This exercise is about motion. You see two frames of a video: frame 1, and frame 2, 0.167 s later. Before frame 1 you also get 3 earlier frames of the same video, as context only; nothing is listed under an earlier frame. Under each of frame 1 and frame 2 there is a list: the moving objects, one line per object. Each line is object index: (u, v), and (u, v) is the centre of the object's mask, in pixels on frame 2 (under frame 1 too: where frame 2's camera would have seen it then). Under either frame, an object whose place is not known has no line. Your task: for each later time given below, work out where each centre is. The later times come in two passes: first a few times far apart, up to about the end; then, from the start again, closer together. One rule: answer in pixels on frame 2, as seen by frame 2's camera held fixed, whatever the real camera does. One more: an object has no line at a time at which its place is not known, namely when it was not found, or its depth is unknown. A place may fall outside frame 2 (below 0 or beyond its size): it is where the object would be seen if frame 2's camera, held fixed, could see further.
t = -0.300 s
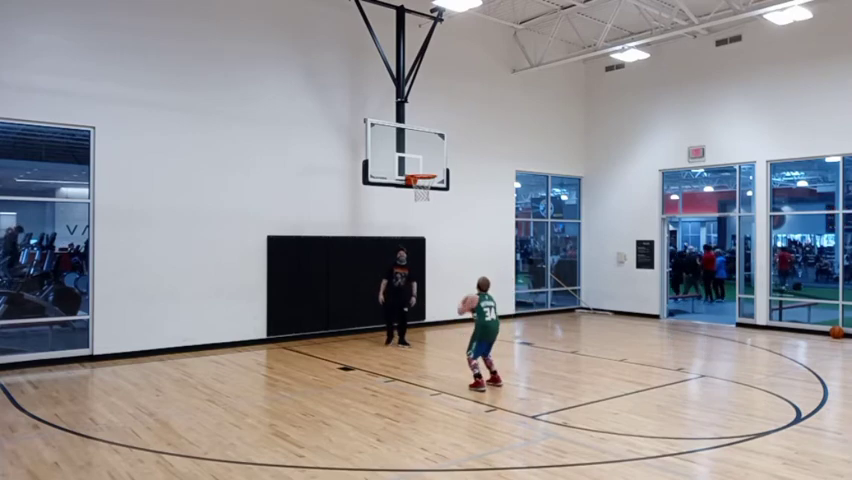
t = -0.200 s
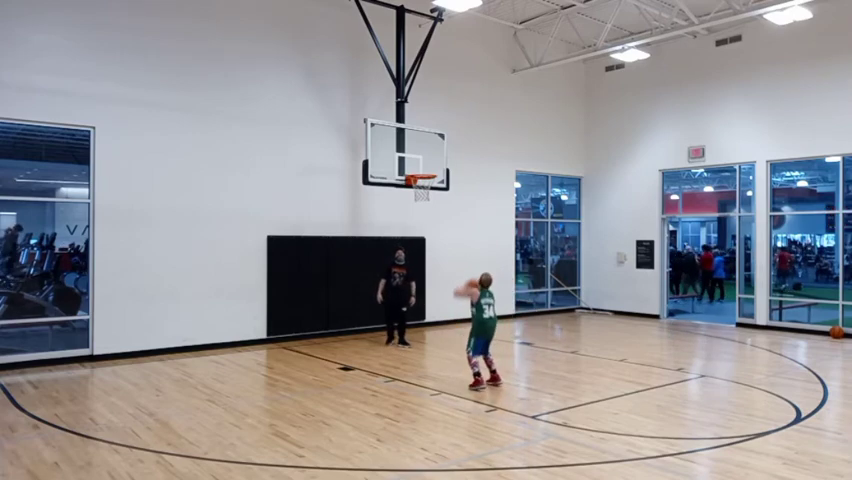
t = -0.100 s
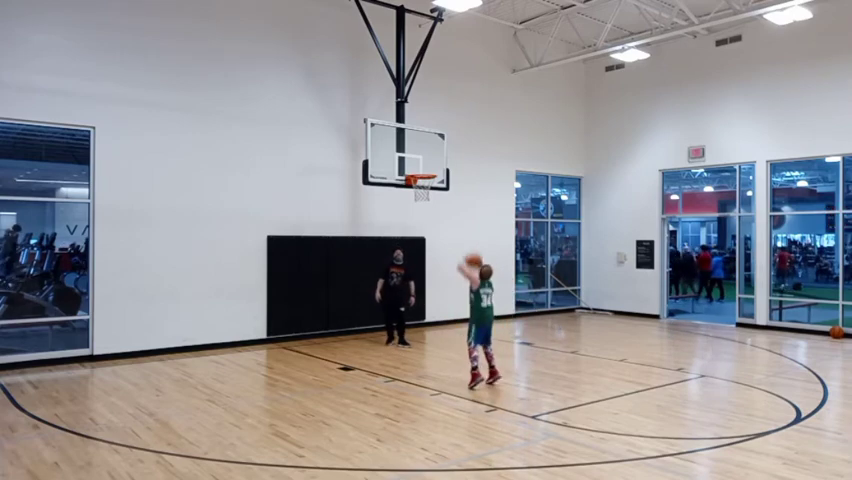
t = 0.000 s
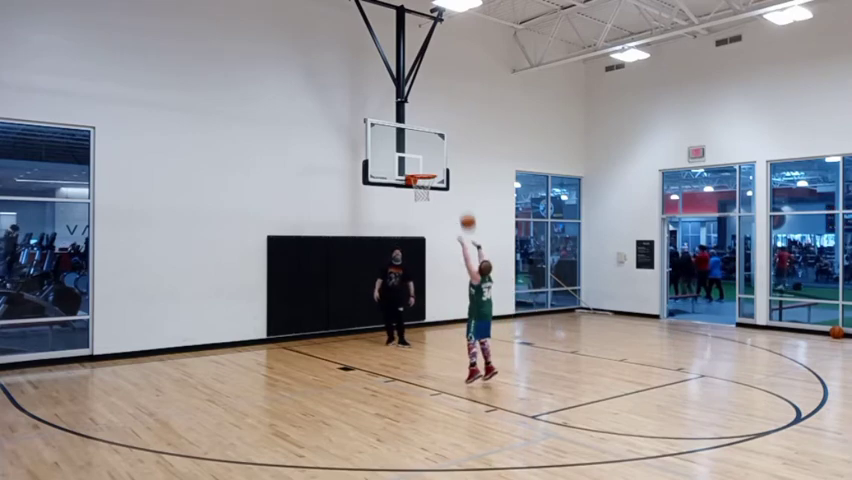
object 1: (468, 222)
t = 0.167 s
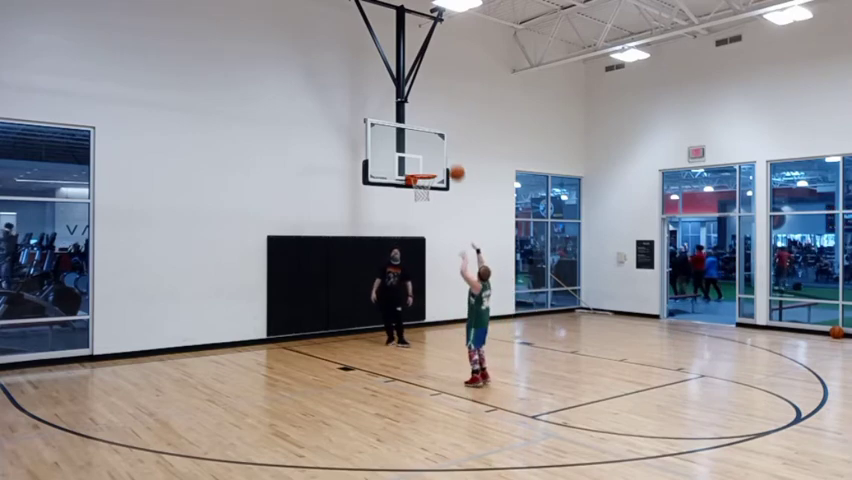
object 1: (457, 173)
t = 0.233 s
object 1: (455, 166)
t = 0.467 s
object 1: (442, 139)
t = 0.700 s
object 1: (430, 147)
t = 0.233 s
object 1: (455, 166)
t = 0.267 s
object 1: (453, 159)
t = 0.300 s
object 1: (451, 154)
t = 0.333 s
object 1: (449, 150)
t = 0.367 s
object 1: (447, 146)
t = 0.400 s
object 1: (445, 143)
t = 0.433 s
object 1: (443, 141)
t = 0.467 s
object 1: (442, 139)
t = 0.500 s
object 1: (440, 138)
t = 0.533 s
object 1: (438, 138)
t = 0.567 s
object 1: (437, 139)
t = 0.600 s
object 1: (435, 140)
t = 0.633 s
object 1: (433, 142)
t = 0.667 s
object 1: (432, 144)
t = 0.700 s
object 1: (430, 147)
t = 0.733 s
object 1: (428, 151)
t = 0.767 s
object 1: (427, 155)
